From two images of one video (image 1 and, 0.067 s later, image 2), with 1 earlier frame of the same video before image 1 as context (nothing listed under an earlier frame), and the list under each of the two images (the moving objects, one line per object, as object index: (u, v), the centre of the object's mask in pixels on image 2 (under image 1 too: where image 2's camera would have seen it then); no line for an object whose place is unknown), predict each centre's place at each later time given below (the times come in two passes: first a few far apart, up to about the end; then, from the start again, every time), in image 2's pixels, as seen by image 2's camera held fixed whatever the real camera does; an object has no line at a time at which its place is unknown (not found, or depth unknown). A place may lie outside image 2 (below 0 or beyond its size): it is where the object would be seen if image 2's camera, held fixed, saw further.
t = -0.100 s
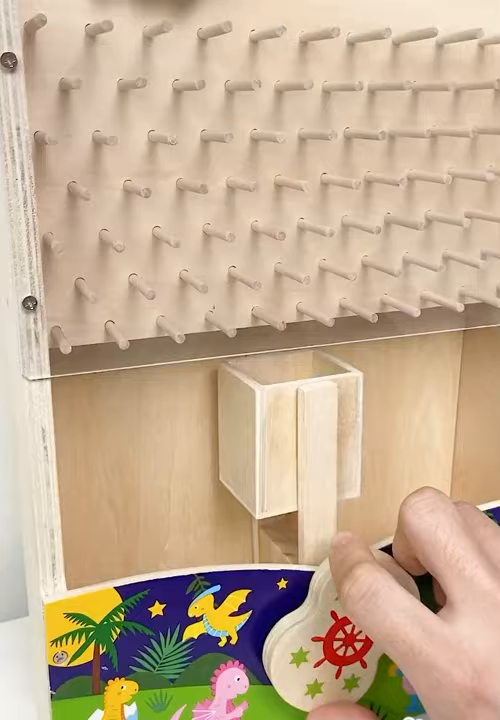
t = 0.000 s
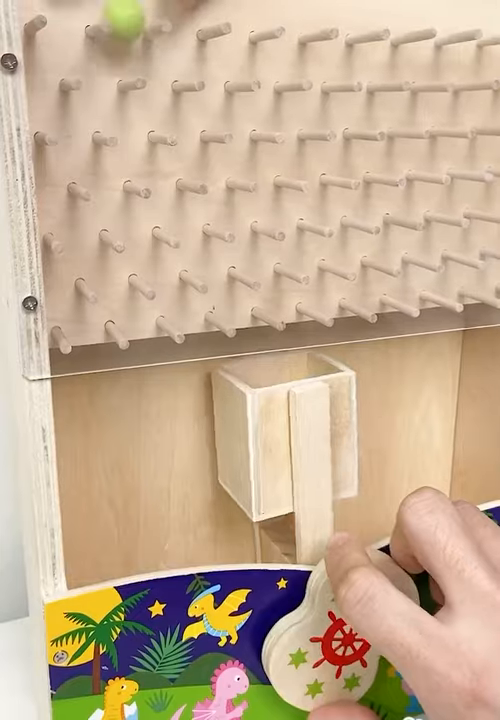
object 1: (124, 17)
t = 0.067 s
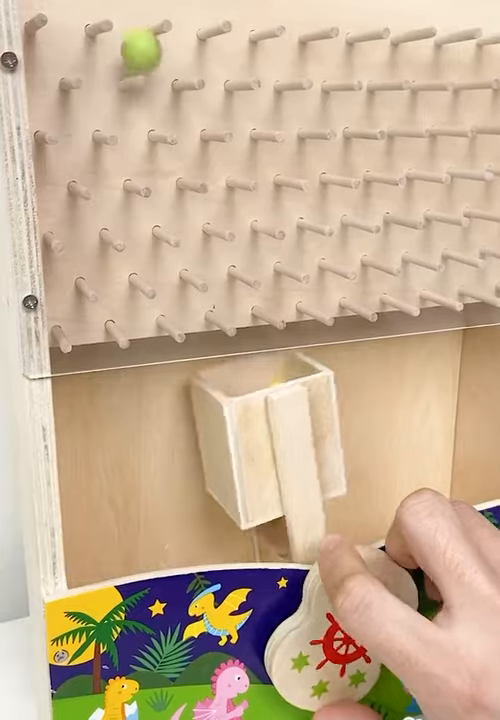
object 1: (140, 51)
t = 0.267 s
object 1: (124, 167)
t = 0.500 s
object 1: (185, 263)
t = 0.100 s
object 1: (167, 80)
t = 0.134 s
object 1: (164, 105)
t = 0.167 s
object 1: (160, 98)
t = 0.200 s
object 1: (150, 114)
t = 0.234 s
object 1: (140, 142)
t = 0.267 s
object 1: (124, 167)
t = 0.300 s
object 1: (109, 188)
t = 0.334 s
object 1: (119, 211)
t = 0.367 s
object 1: (123, 217)
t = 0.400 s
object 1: (136, 227)
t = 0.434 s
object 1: (163, 263)
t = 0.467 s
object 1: (183, 263)
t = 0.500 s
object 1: (185, 263)
